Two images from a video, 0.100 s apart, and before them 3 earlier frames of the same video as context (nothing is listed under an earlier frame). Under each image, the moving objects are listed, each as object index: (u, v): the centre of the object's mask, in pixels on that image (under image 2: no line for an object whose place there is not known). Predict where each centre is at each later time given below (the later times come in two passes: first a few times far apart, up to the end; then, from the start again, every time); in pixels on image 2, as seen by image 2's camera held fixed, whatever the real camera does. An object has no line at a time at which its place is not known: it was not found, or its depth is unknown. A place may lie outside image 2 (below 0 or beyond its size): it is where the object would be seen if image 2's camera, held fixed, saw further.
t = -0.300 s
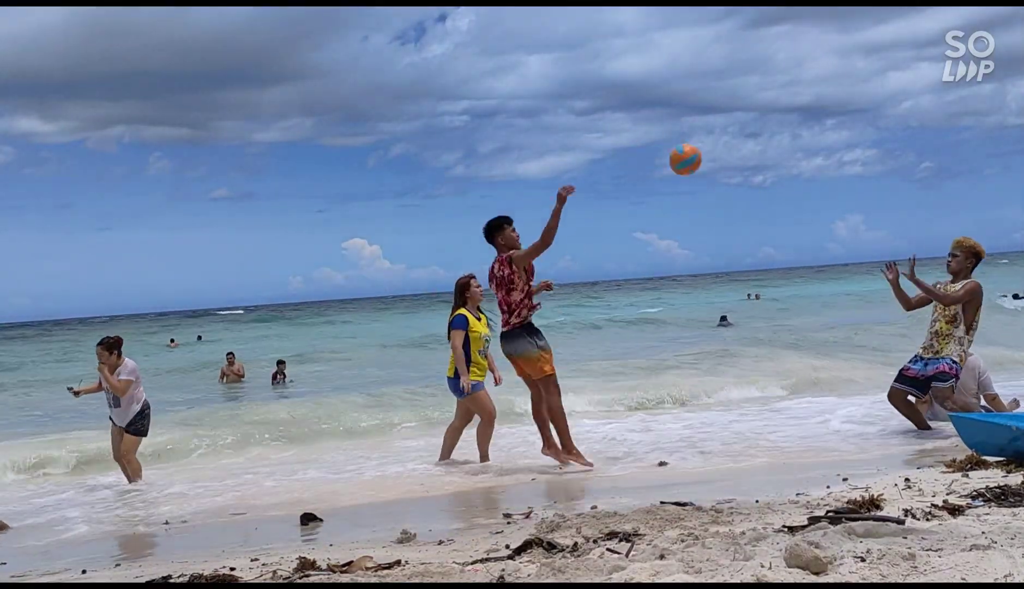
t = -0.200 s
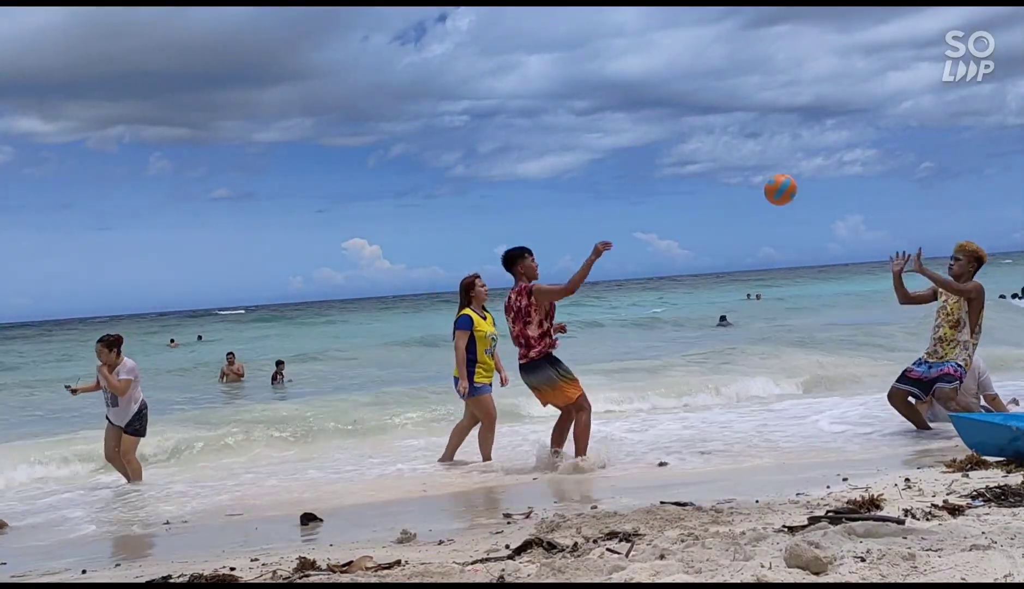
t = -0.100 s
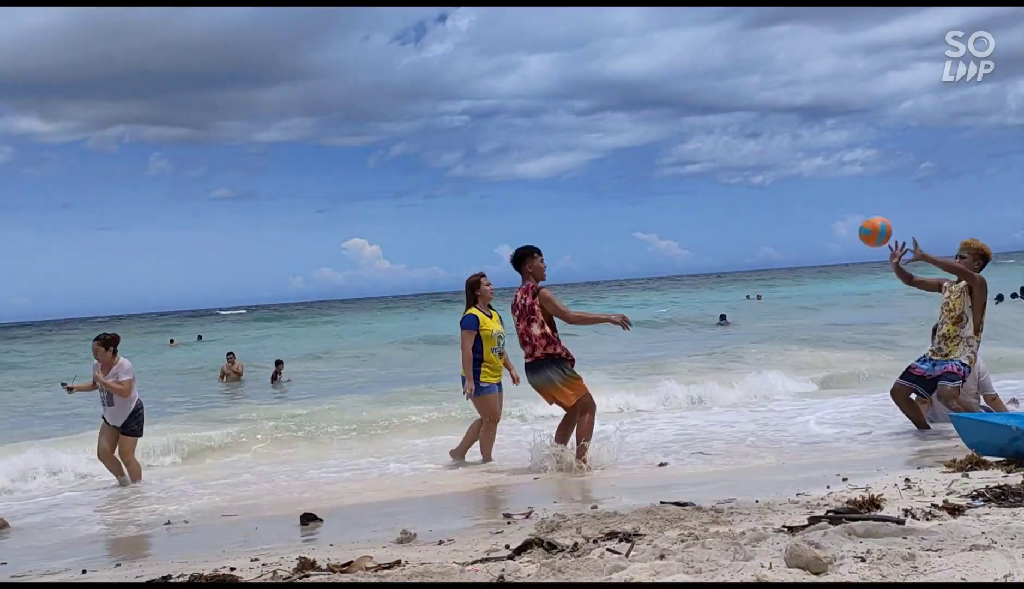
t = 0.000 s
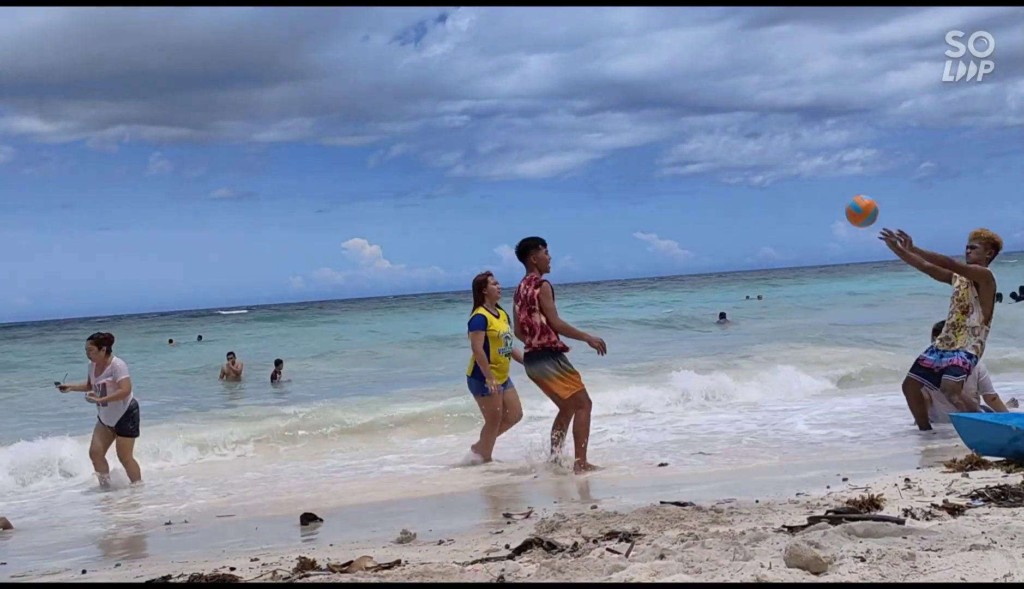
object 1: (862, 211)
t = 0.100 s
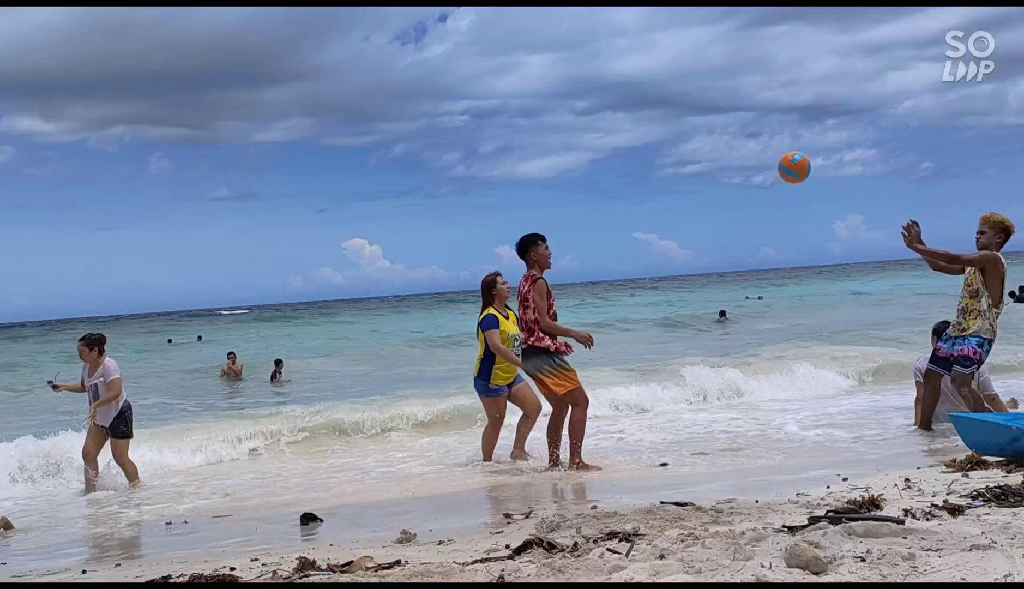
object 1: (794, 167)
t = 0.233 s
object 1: (708, 133)
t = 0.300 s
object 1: (667, 126)
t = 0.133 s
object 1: (772, 156)
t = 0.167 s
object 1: (751, 147)
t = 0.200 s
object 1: (729, 139)
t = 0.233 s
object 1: (708, 133)
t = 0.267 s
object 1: (687, 128)
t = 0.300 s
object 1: (667, 126)
